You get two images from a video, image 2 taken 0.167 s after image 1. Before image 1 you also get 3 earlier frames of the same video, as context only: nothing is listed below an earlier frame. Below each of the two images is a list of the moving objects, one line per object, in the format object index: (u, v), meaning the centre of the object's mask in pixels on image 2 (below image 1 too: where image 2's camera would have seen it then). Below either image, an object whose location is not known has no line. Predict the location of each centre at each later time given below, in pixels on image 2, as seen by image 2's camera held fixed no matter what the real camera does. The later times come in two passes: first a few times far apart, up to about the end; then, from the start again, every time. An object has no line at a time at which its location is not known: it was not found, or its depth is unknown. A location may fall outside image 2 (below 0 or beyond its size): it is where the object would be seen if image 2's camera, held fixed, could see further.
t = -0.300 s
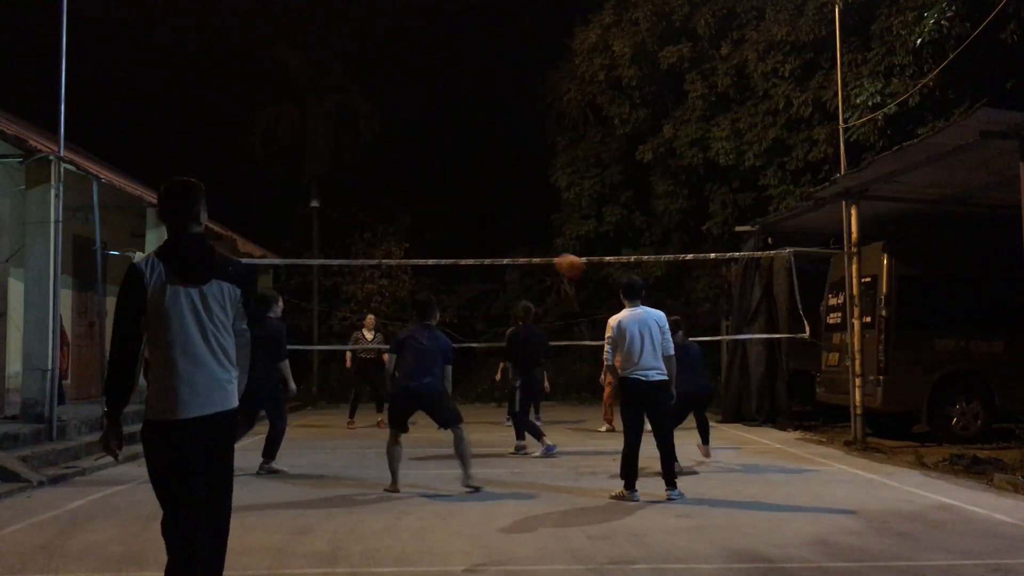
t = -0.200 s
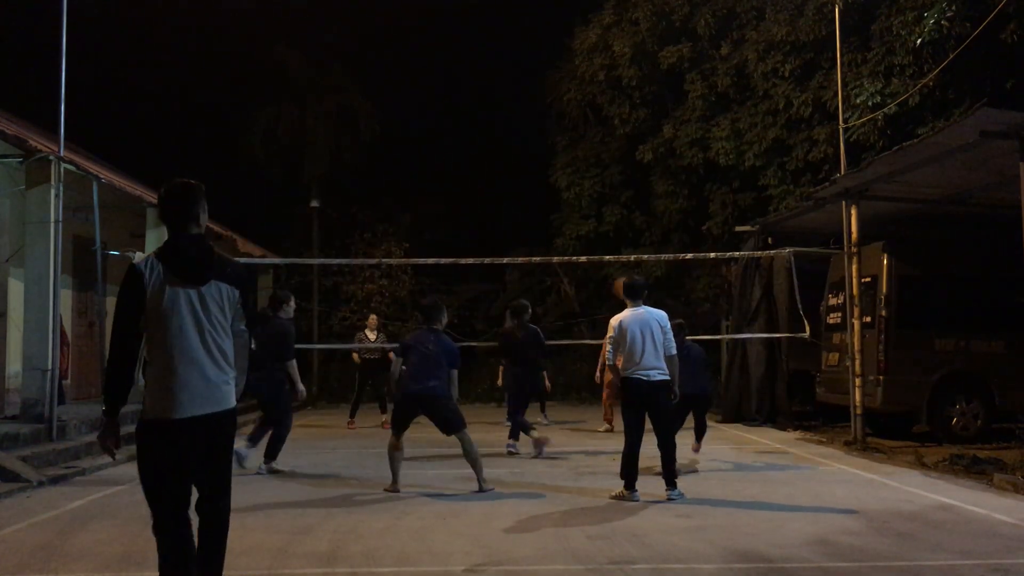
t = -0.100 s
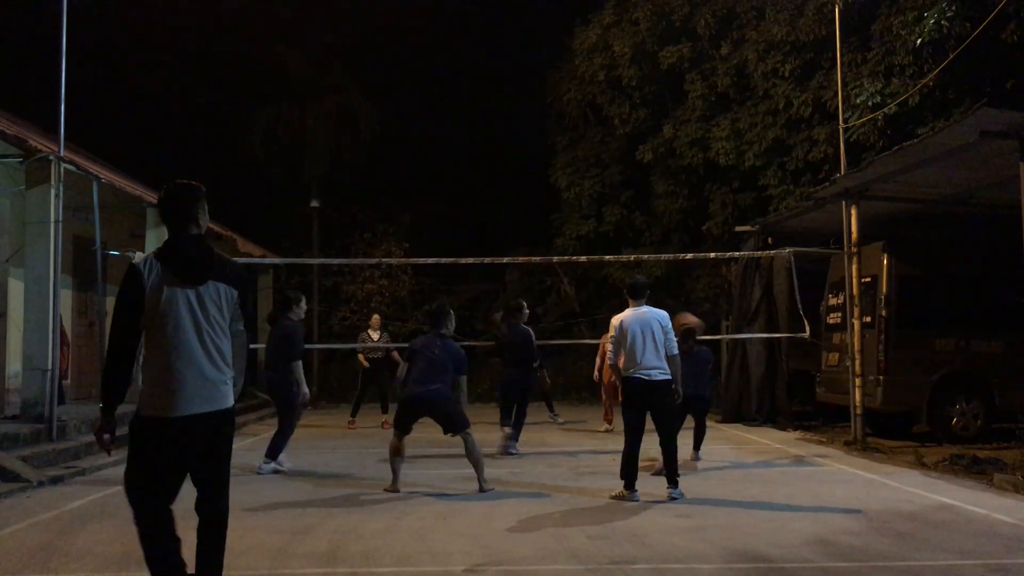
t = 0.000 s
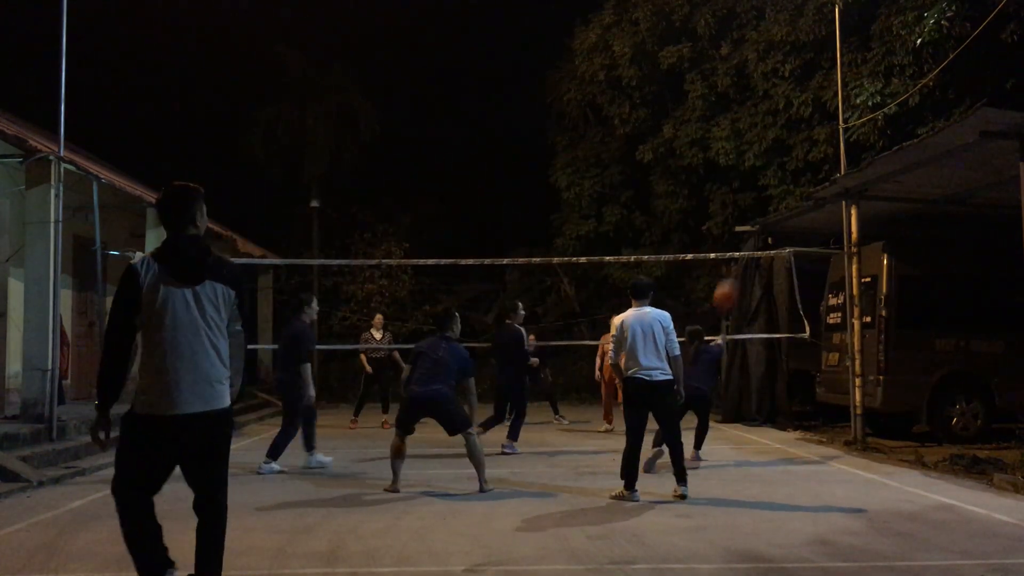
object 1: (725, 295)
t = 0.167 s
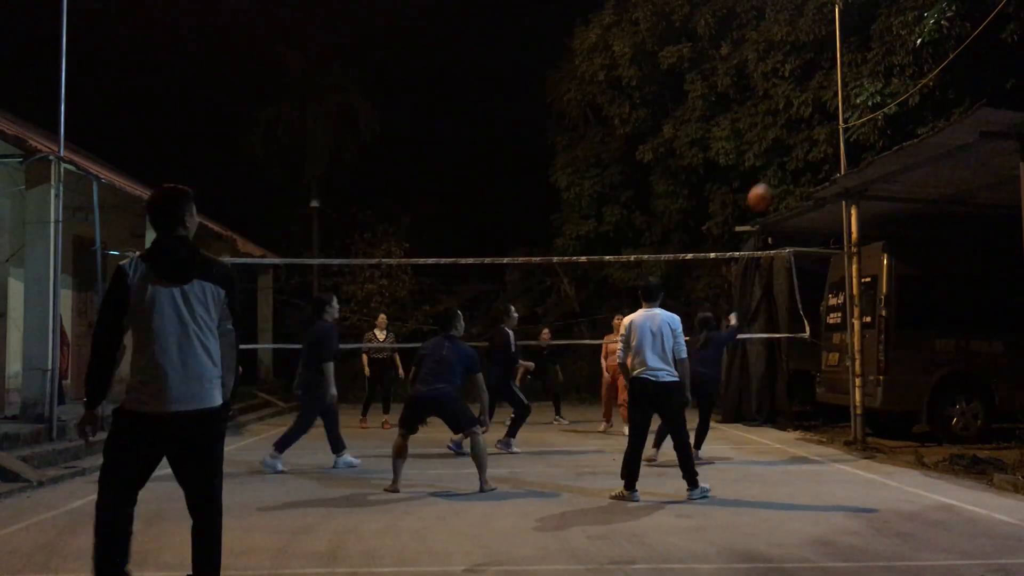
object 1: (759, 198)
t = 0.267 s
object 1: (776, 158)
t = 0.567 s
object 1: (823, 105)
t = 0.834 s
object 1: (860, 126)
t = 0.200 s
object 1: (765, 183)
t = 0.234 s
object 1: (771, 170)
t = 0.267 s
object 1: (776, 158)
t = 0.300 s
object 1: (781, 148)
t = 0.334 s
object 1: (787, 139)
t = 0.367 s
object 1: (792, 130)
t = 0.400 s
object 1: (797, 123)
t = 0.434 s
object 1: (802, 118)
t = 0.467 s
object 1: (808, 113)
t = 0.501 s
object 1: (813, 109)
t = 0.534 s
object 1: (818, 106)
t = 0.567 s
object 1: (823, 105)
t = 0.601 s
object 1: (828, 104)
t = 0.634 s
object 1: (831, 105)
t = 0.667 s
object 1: (837, 106)
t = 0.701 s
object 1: (844, 109)
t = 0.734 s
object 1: (850, 111)
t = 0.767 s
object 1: (852, 114)
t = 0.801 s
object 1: (855, 120)
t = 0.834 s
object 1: (860, 126)
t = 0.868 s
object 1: (865, 133)
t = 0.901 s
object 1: (868, 141)
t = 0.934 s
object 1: (872, 148)
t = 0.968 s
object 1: (874, 153)
